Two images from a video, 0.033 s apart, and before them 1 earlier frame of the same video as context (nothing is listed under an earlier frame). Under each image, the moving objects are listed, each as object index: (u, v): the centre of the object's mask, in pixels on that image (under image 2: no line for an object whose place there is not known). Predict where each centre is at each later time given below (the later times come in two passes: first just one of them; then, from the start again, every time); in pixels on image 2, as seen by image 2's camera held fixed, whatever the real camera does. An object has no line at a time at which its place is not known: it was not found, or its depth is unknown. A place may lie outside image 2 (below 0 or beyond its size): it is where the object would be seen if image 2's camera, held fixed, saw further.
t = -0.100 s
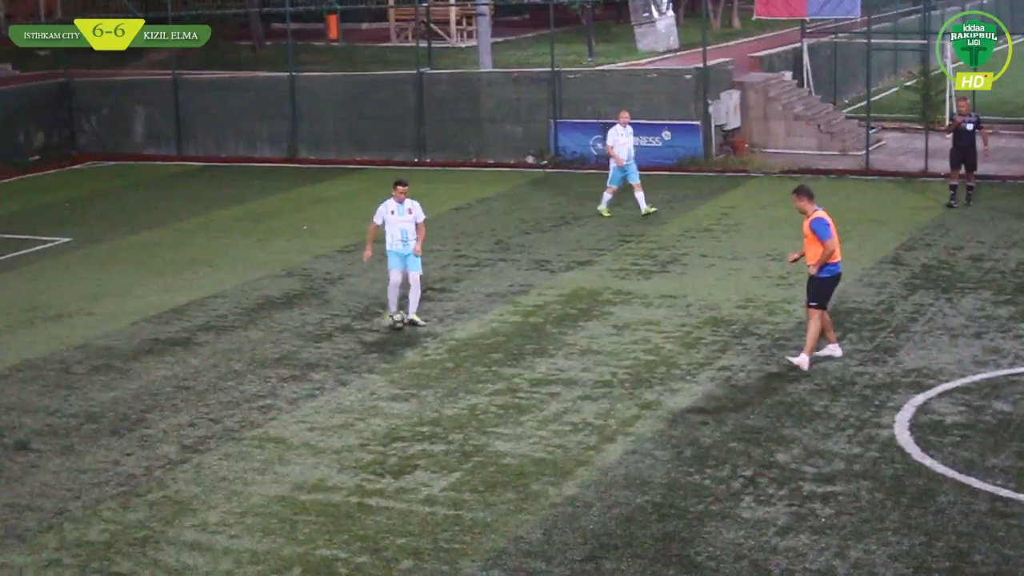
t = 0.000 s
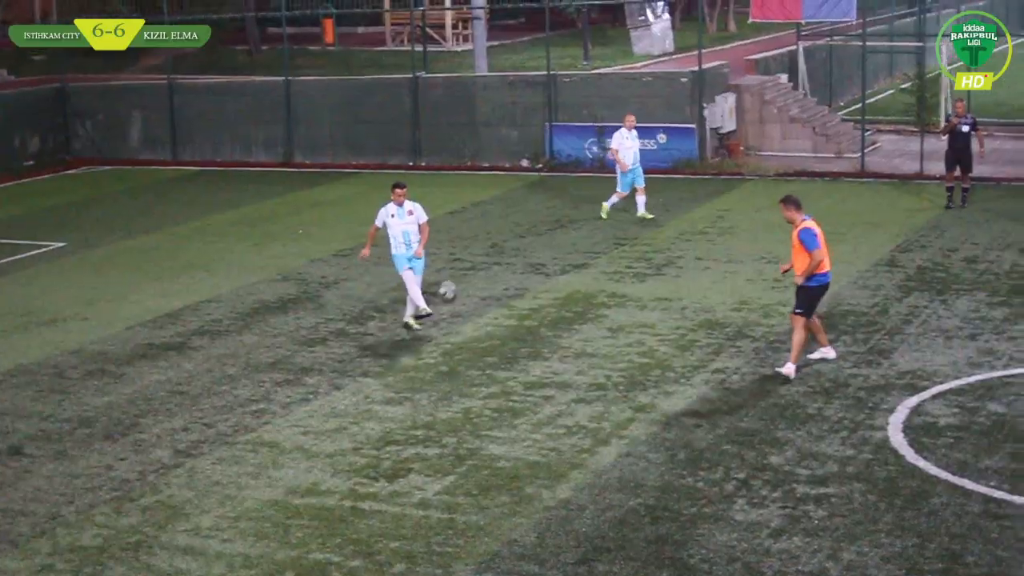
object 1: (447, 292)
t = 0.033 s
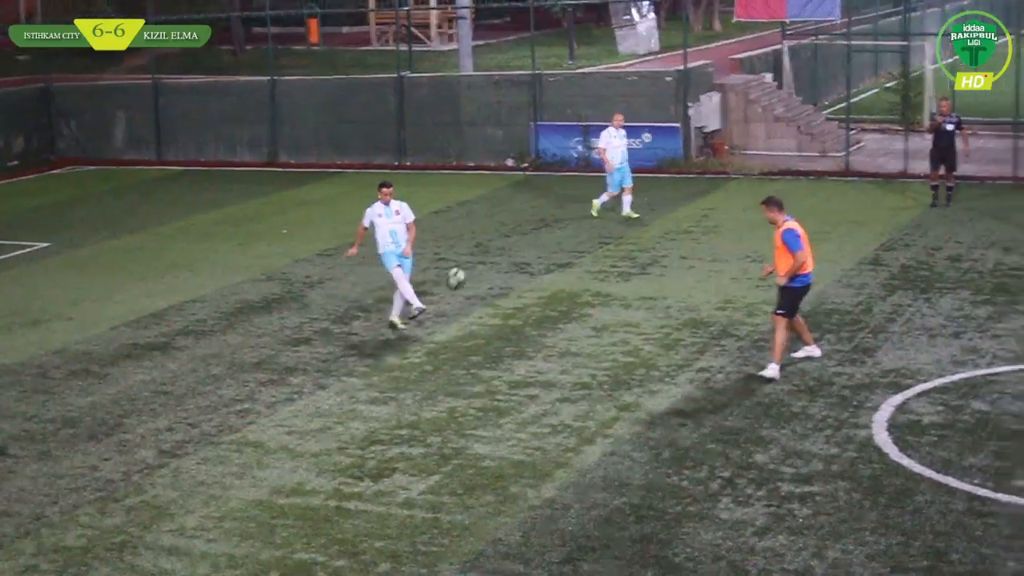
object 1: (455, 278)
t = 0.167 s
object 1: (560, 232)
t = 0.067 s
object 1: (480, 266)
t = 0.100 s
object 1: (505, 254)
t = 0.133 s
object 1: (533, 243)
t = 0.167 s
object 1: (560, 232)
